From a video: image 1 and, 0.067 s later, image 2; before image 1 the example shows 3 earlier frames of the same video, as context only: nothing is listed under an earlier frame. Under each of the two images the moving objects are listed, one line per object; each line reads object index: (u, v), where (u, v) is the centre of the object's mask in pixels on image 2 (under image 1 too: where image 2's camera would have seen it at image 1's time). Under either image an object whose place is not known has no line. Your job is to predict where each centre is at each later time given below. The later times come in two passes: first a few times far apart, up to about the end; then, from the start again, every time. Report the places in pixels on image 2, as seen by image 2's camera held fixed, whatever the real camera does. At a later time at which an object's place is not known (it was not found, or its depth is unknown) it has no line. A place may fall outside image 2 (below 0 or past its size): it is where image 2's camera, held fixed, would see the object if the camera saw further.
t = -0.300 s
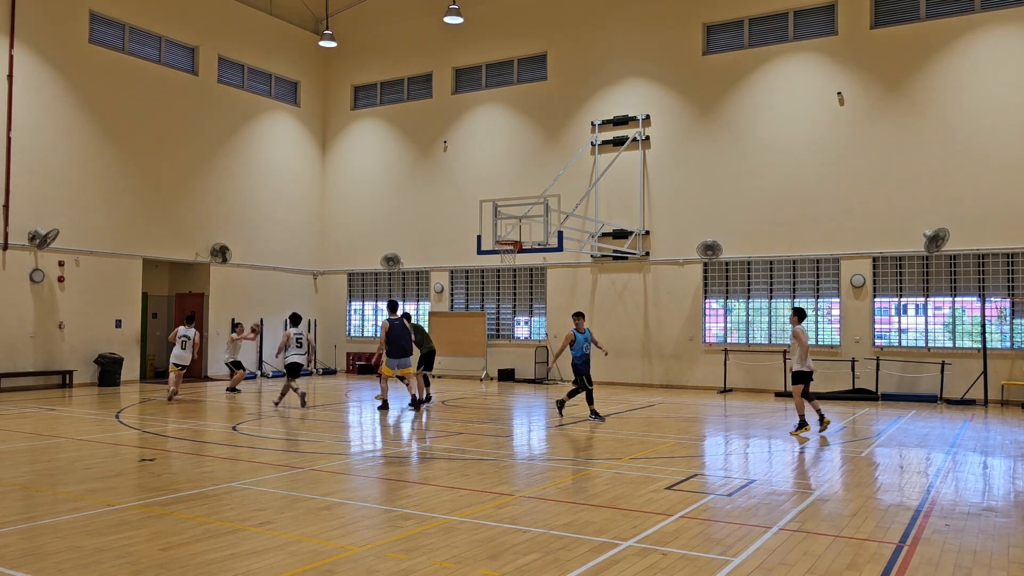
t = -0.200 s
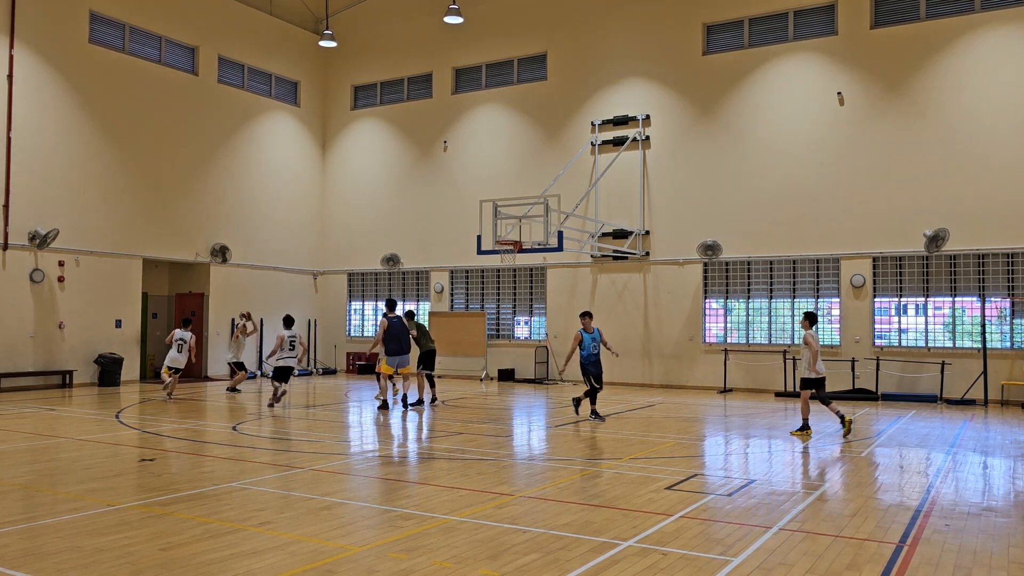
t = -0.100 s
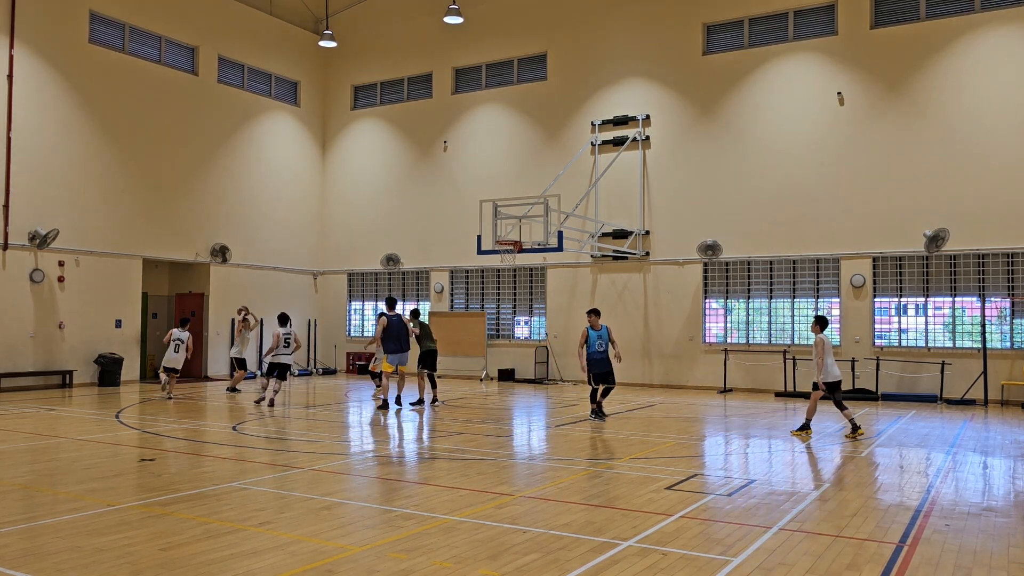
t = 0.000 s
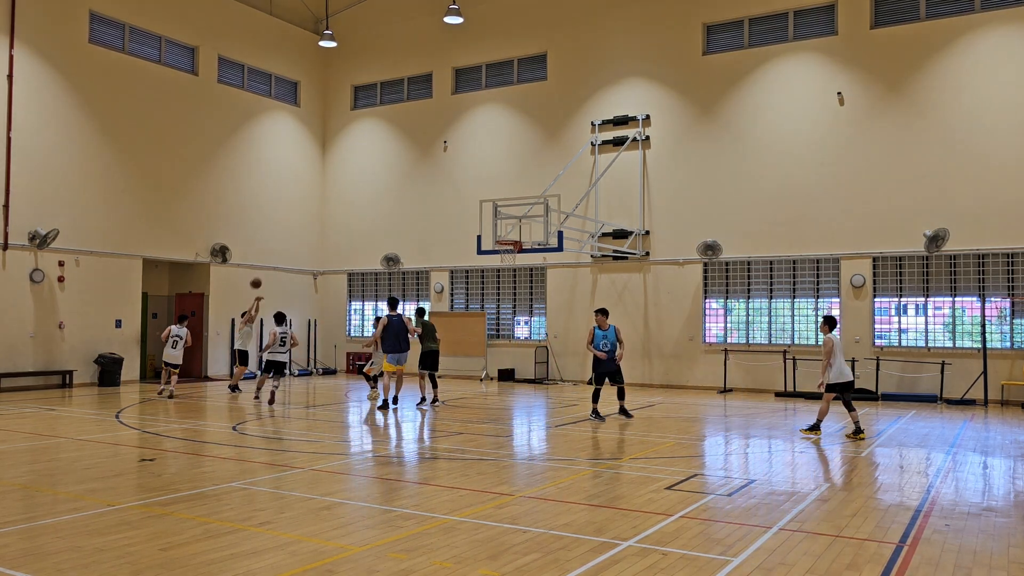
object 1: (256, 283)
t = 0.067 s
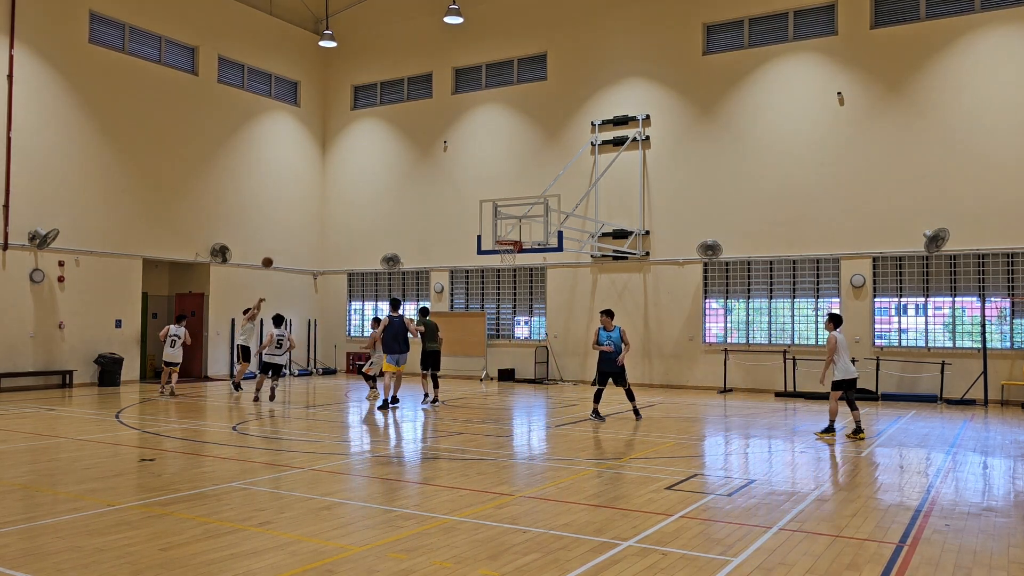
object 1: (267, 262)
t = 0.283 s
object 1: (304, 208)
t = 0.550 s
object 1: (349, 171)
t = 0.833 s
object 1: (397, 168)
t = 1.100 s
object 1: (442, 201)
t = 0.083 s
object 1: (270, 257)
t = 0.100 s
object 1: (273, 252)
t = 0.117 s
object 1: (276, 247)
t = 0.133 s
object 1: (279, 243)
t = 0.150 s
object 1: (281, 239)
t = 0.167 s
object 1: (284, 234)
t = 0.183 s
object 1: (287, 230)
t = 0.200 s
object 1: (290, 226)
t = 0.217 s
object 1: (293, 222)
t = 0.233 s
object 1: (296, 218)
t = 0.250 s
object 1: (299, 214)
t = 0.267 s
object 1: (301, 211)
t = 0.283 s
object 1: (304, 208)
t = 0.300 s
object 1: (307, 204)
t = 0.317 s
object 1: (310, 201)
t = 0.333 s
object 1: (313, 198)
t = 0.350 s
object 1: (315, 195)
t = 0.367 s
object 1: (318, 192)
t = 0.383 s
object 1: (321, 190)
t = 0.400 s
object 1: (324, 187)
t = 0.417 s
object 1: (327, 185)
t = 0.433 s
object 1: (329, 183)
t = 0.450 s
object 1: (332, 181)
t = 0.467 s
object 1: (335, 179)
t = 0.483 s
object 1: (338, 177)
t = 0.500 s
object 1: (341, 175)
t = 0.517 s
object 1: (343, 173)
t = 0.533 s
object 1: (346, 172)
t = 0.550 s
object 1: (349, 171)
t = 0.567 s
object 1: (352, 169)
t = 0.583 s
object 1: (355, 168)
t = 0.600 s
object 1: (358, 167)
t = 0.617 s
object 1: (360, 167)
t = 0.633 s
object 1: (363, 166)
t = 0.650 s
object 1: (366, 165)
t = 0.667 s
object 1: (369, 165)
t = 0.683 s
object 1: (372, 164)
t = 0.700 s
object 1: (375, 164)
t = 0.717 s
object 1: (378, 164)
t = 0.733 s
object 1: (380, 164)
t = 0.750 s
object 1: (383, 165)
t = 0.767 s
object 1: (386, 165)
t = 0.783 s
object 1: (389, 166)
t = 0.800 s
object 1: (392, 166)
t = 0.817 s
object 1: (394, 167)
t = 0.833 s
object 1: (397, 168)
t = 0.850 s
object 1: (400, 169)
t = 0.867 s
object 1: (403, 170)
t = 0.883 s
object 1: (406, 171)
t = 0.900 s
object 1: (408, 173)
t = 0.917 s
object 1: (411, 174)
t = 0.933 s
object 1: (414, 176)
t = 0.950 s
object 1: (417, 178)
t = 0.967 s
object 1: (420, 180)
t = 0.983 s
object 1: (423, 182)
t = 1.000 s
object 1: (426, 184)
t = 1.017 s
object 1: (428, 187)
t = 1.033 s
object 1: (431, 189)
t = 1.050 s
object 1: (434, 192)
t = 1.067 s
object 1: (437, 195)
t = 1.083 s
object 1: (440, 198)
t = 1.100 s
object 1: (442, 201)
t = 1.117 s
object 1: (445, 204)
